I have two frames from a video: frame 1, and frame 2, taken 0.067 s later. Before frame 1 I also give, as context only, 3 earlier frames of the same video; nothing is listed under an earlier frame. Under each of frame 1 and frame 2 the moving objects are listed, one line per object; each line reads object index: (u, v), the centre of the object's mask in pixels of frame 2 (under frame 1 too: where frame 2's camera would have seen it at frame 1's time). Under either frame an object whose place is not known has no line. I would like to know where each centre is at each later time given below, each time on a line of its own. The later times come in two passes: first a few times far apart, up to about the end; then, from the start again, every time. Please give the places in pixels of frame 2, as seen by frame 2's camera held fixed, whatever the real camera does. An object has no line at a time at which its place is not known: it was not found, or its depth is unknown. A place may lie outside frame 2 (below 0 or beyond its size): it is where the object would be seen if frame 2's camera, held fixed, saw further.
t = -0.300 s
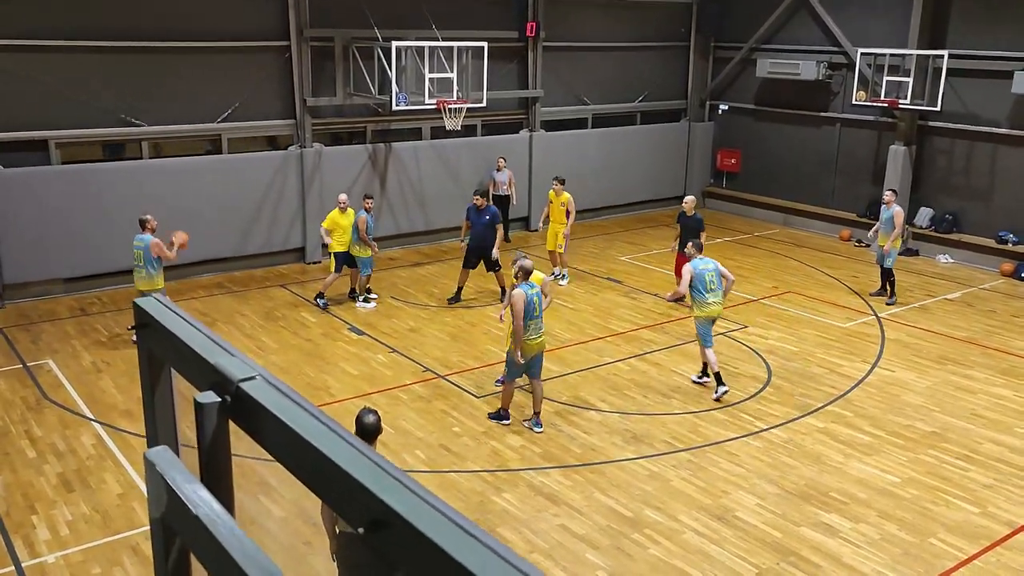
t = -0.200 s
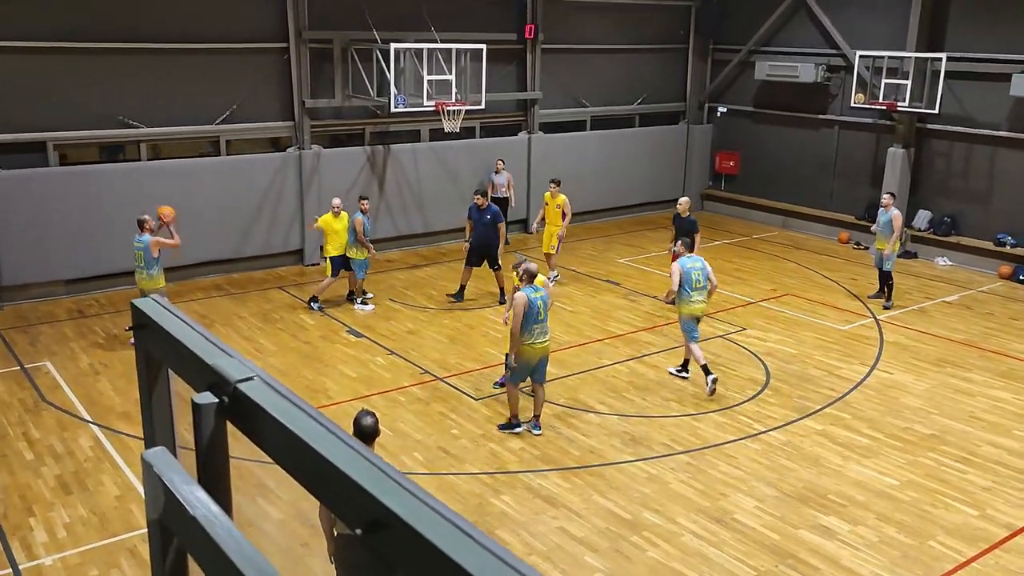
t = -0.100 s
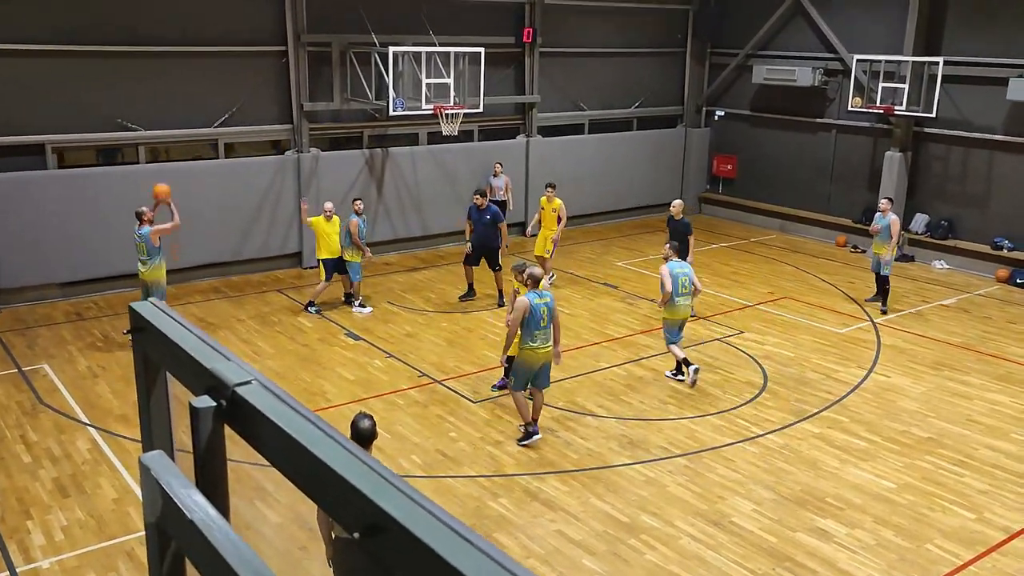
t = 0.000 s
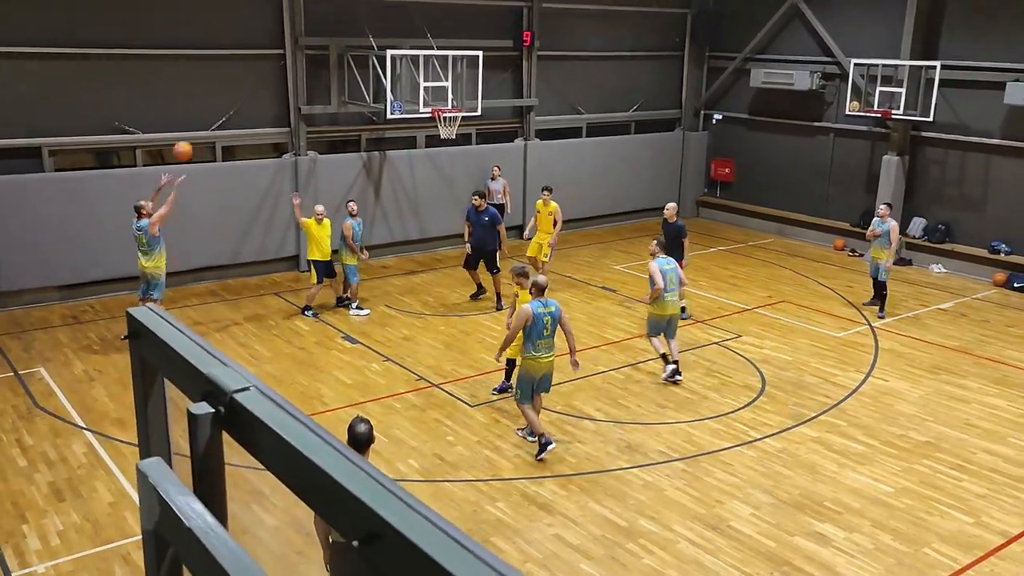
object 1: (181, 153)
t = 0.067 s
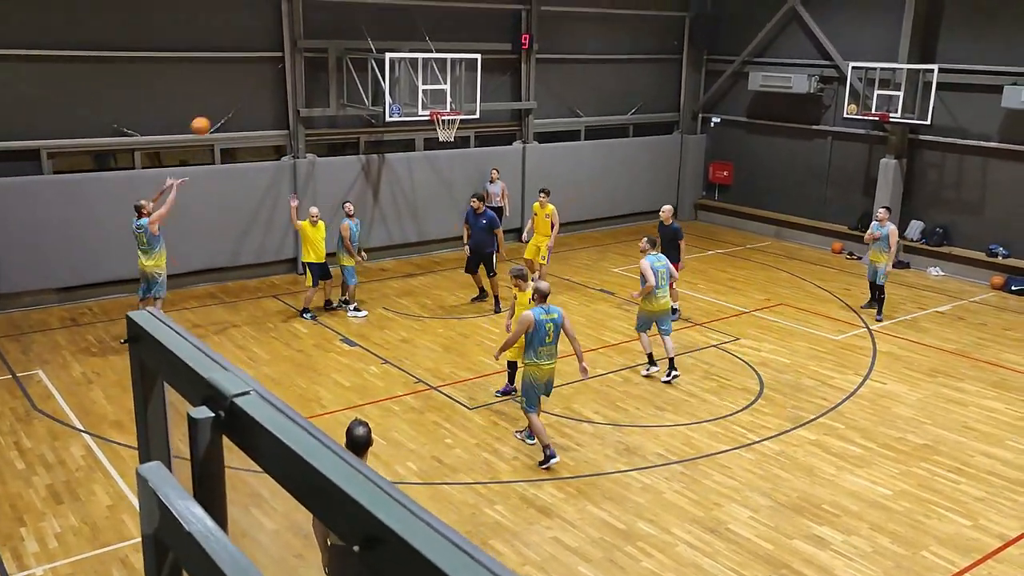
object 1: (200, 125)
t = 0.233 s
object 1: (247, 75)
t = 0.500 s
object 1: (320, 39)
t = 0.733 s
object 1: (377, 48)
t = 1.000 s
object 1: (437, 99)
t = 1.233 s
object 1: (459, 122)
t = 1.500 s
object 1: (455, 137)
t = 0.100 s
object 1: (210, 113)
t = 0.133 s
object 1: (220, 102)
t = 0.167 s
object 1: (229, 93)
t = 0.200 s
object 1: (238, 84)
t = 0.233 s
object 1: (247, 75)
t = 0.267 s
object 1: (257, 68)
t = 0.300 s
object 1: (266, 61)
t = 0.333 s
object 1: (276, 56)
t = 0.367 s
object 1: (285, 50)
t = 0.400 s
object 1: (294, 46)
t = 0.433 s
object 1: (302, 43)
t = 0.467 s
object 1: (311, 40)
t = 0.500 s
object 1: (320, 39)
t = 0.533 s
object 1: (328, 38)
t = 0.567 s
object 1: (337, 38)
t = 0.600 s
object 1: (346, 39)
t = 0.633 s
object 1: (354, 39)
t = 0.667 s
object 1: (362, 42)
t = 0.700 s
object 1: (370, 45)
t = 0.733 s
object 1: (377, 48)
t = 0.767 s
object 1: (385, 52)
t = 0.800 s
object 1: (394, 57)
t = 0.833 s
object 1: (402, 64)
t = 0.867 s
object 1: (408, 68)
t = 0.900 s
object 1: (416, 76)
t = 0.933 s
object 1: (423, 83)
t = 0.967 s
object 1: (431, 91)
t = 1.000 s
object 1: (437, 99)
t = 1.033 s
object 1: (445, 107)
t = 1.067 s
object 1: (451, 118)
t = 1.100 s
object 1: (457, 123)
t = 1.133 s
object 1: (460, 125)
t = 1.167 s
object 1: (462, 124)
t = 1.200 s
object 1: (462, 123)
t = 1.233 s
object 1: (459, 122)
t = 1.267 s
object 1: (460, 121)
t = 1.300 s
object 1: (459, 122)
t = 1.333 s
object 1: (459, 122)
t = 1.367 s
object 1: (457, 124)
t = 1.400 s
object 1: (456, 125)
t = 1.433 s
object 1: (455, 129)
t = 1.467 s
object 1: (455, 133)
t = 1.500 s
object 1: (455, 137)
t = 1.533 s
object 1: (454, 142)
